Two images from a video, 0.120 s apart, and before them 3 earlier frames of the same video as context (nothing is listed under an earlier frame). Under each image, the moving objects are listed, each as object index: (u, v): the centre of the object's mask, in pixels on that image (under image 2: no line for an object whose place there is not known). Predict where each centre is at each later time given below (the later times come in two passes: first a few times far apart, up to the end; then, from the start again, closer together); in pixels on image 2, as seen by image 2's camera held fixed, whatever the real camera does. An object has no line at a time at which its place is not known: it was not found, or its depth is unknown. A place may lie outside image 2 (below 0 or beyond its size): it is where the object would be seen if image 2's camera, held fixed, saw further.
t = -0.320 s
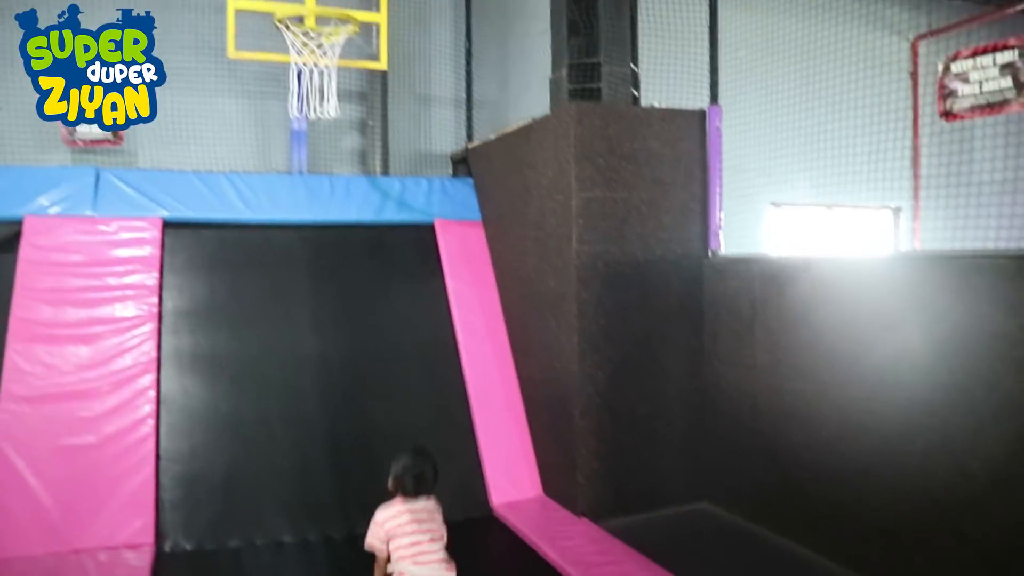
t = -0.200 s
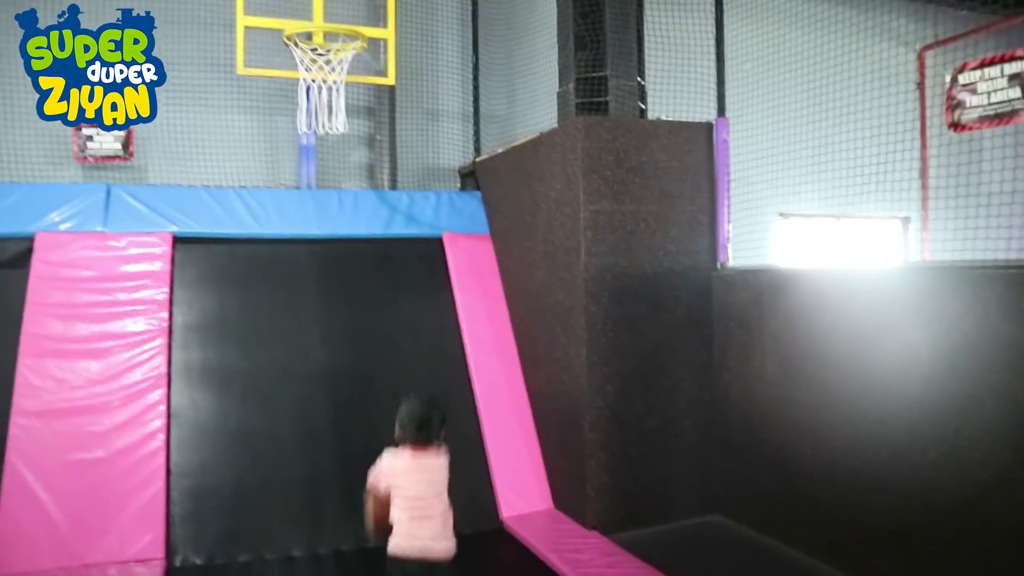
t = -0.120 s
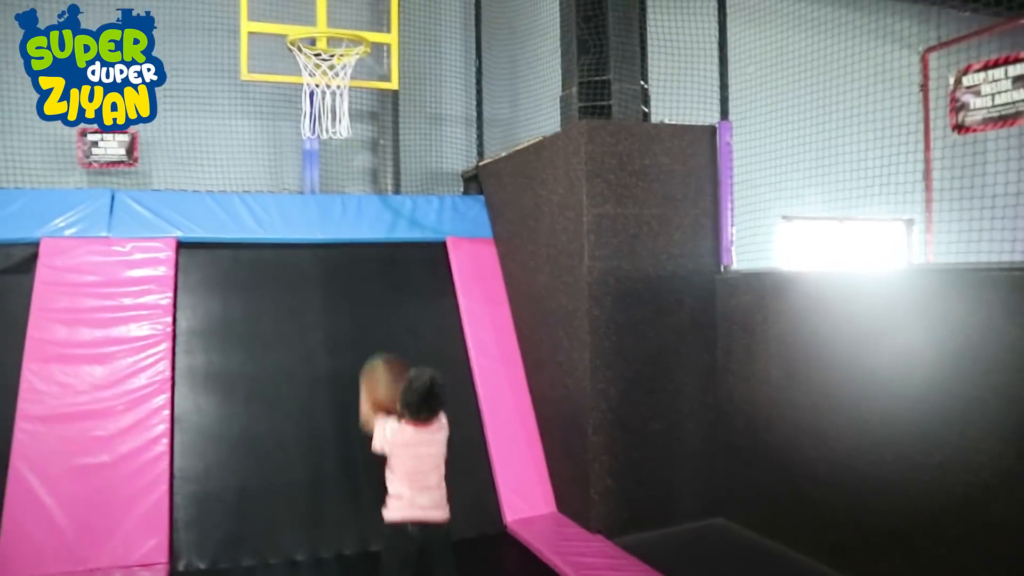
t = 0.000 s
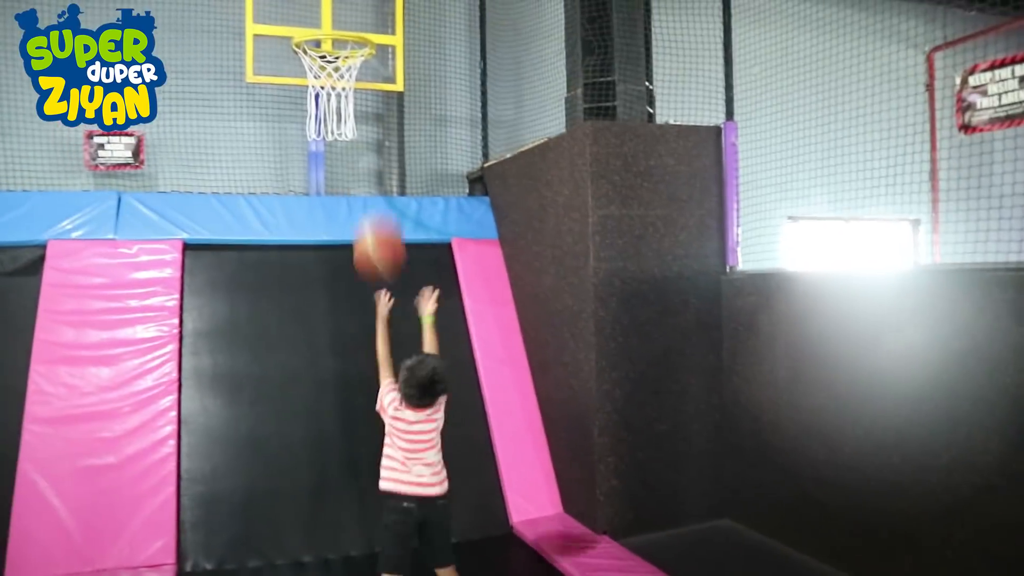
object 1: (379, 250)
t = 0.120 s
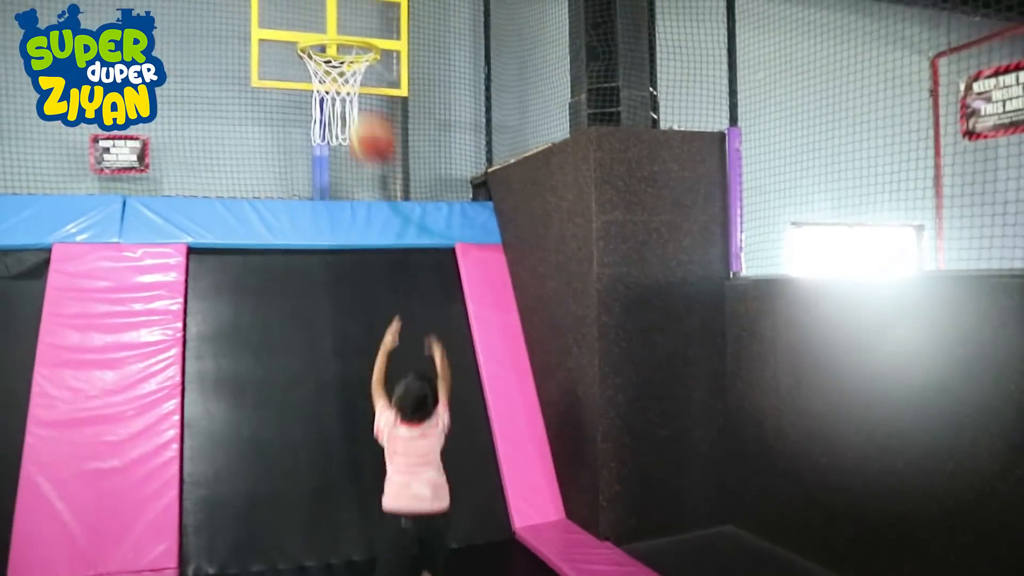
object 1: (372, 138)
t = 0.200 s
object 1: (366, 84)
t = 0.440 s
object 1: (348, 11)
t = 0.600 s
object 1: (339, 18)
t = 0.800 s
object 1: (339, 71)
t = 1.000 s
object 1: (351, 164)
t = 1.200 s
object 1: (365, 330)
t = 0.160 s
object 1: (370, 110)
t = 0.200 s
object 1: (366, 84)
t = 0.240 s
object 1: (362, 63)
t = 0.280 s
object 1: (359, 46)
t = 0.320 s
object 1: (356, 34)
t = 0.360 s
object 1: (354, 23)
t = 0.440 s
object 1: (348, 11)
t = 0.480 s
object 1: (346, 9)
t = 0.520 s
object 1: (343, 10)
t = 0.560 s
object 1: (341, 13)
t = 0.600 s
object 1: (339, 18)
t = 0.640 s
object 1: (337, 24)
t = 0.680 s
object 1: (335, 39)
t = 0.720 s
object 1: (334, 52)
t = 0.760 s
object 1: (334, 52)
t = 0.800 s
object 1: (339, 71)
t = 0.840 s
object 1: (338, 80)
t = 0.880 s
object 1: (344, 102)
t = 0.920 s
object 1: (345, 116)
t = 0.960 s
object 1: (349, 140)
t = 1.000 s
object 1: (351, 164)
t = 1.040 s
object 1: (353, 187)
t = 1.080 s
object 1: (357, 218)
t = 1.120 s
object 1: (359, 257)
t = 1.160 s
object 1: (362, 289)
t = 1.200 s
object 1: (365, 330)
